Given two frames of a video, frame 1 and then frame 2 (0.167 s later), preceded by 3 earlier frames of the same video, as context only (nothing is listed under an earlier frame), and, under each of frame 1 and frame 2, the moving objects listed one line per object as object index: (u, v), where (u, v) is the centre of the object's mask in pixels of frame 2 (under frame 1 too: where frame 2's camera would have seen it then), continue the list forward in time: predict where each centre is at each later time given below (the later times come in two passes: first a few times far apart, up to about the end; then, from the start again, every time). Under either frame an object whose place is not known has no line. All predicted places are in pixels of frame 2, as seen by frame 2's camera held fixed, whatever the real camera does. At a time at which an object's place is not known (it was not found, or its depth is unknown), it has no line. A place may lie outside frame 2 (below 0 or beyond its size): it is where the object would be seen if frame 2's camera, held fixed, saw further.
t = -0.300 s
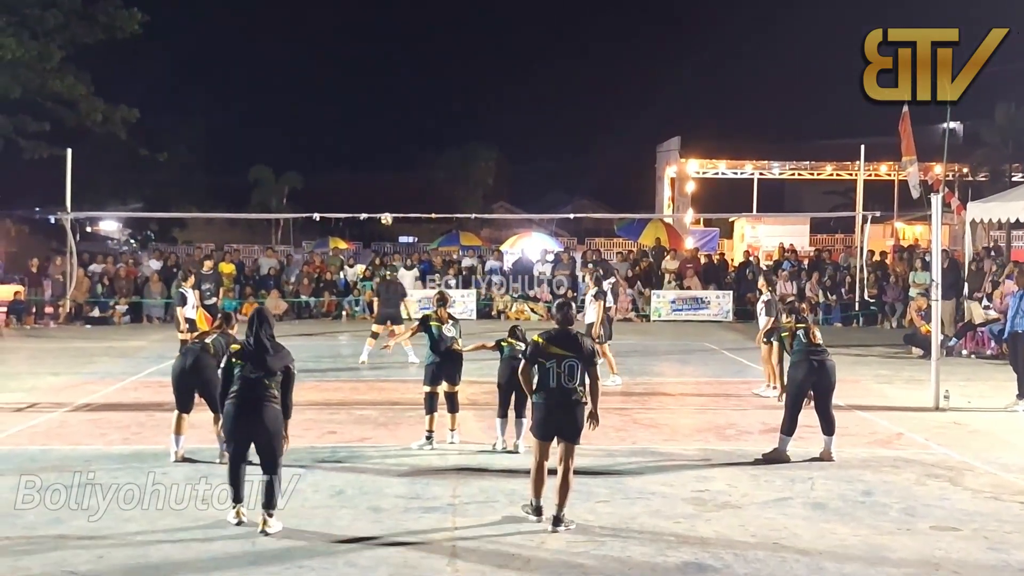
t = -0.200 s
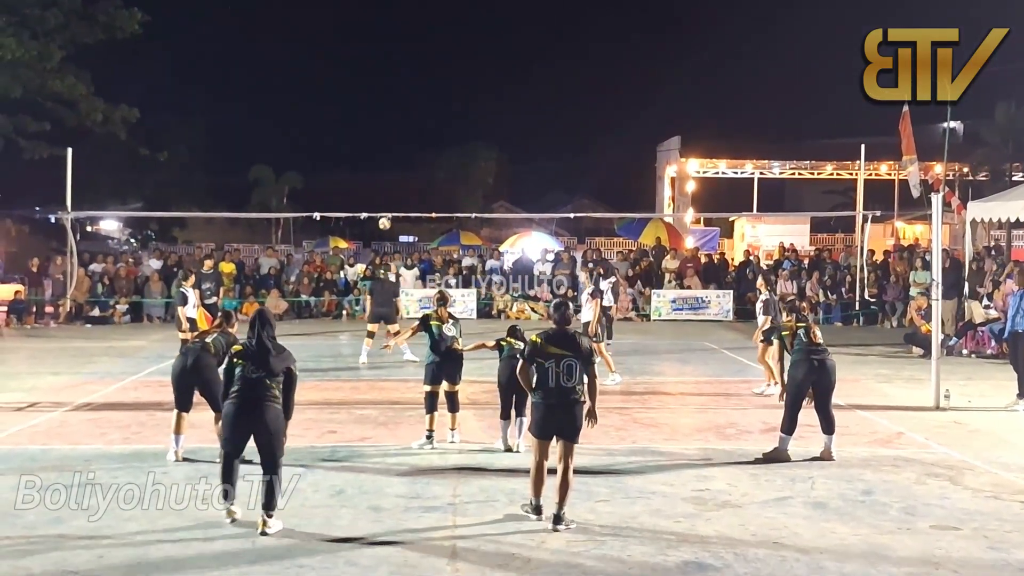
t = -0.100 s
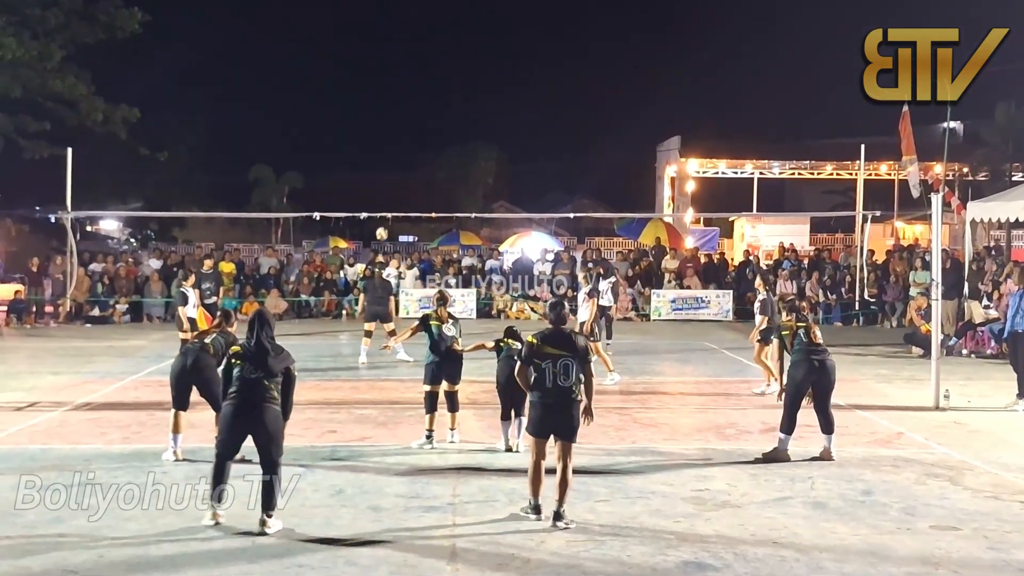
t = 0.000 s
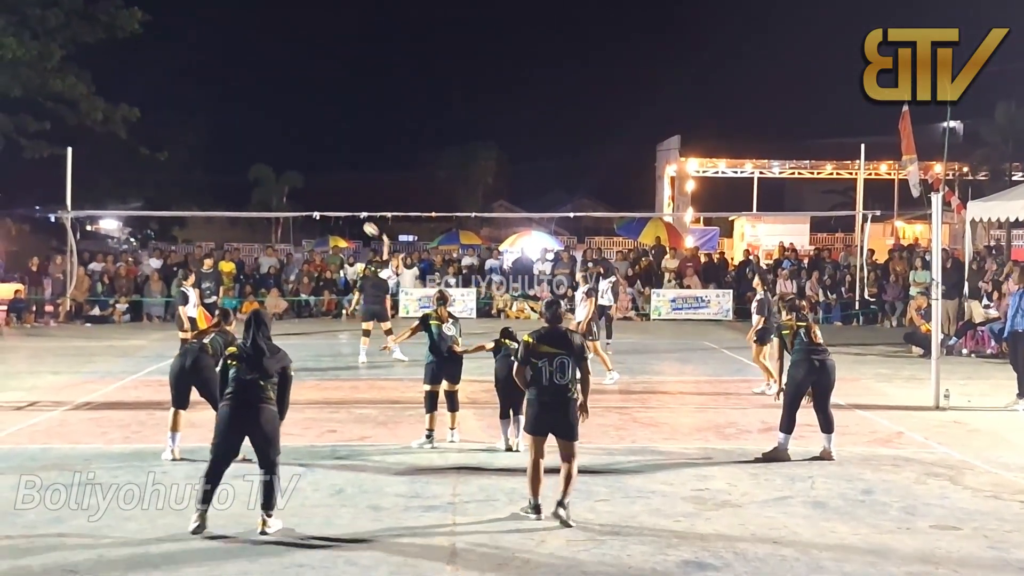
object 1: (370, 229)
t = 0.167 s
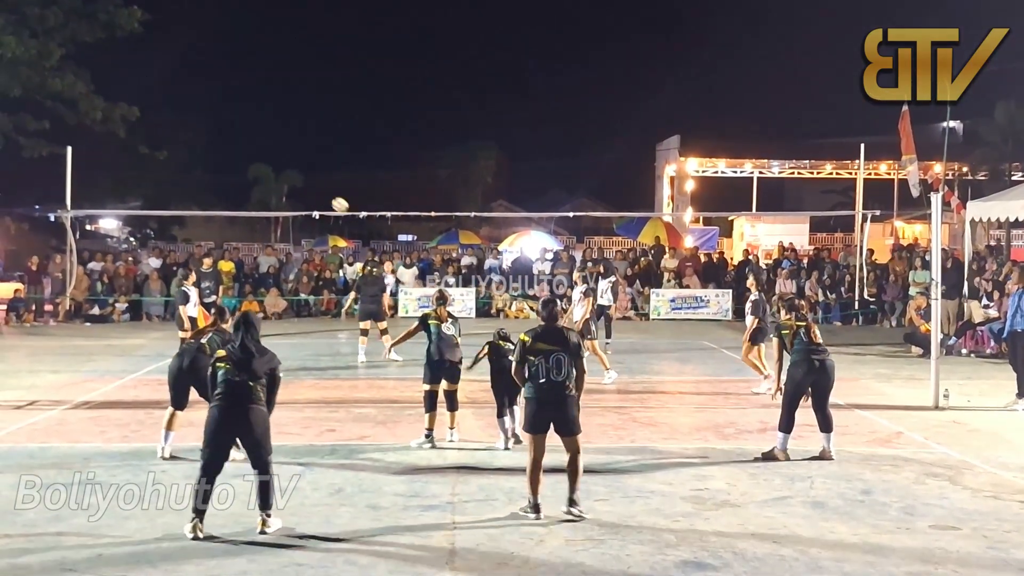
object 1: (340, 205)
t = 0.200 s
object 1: (333, 201)
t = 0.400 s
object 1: (291, 195)
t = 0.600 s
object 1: (238, 218)
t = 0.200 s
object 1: (333, 201)
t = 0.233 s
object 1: (327, 198)
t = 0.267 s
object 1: (320, 196)
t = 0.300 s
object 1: (313, 195)
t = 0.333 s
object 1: (305, 194)
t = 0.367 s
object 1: (297, 194)
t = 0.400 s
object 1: (291, 195)
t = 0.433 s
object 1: (282, 197)
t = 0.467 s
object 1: (274, 200)
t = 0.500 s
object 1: (266, 203)
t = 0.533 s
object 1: (257, 206)
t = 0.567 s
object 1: (248, 212)
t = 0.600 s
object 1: (238, 218)
